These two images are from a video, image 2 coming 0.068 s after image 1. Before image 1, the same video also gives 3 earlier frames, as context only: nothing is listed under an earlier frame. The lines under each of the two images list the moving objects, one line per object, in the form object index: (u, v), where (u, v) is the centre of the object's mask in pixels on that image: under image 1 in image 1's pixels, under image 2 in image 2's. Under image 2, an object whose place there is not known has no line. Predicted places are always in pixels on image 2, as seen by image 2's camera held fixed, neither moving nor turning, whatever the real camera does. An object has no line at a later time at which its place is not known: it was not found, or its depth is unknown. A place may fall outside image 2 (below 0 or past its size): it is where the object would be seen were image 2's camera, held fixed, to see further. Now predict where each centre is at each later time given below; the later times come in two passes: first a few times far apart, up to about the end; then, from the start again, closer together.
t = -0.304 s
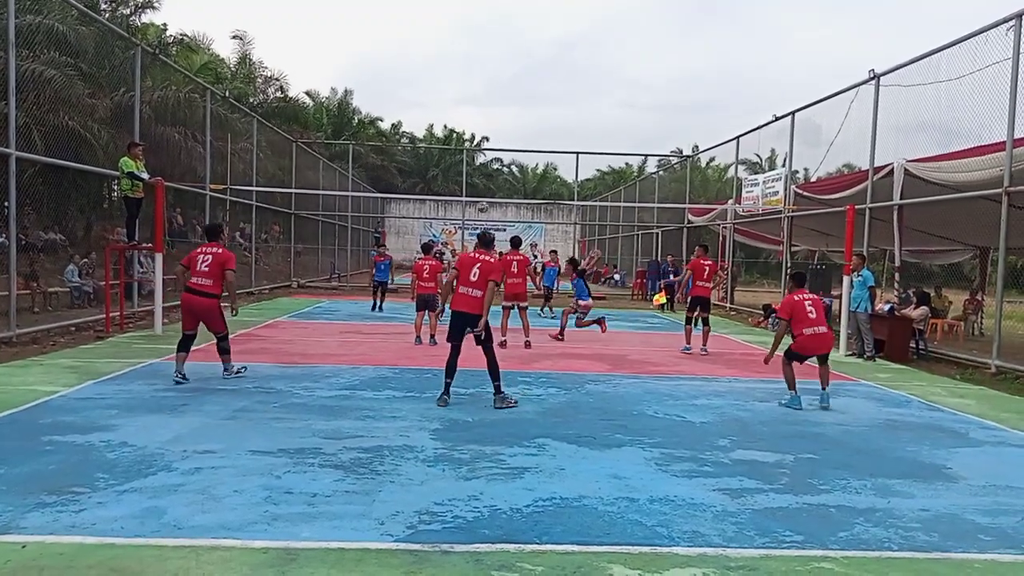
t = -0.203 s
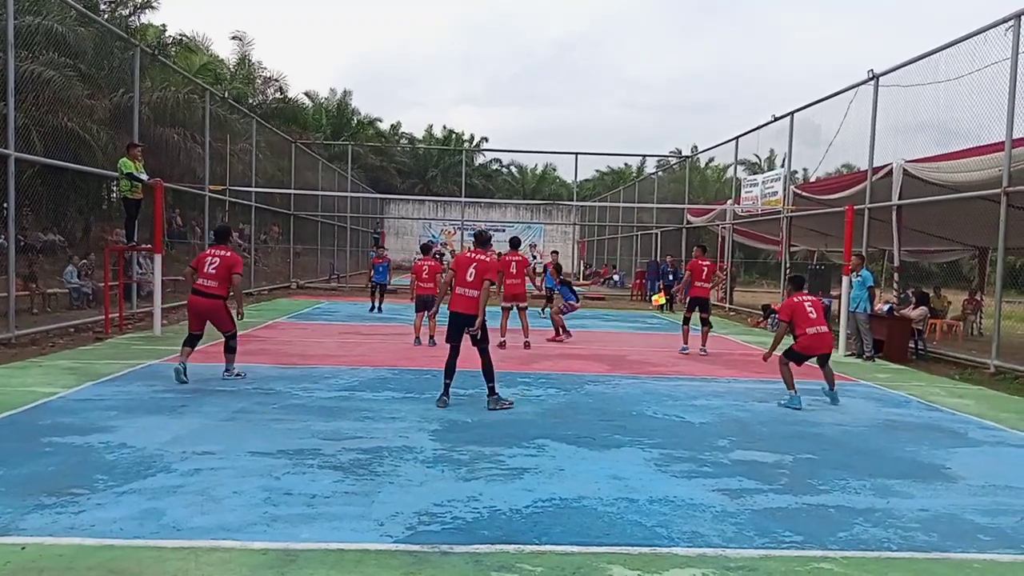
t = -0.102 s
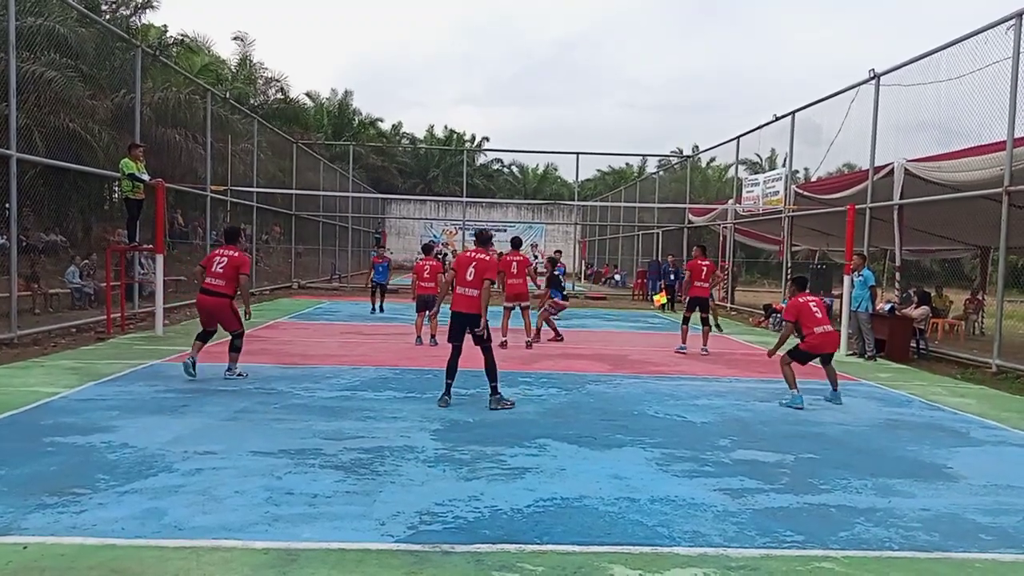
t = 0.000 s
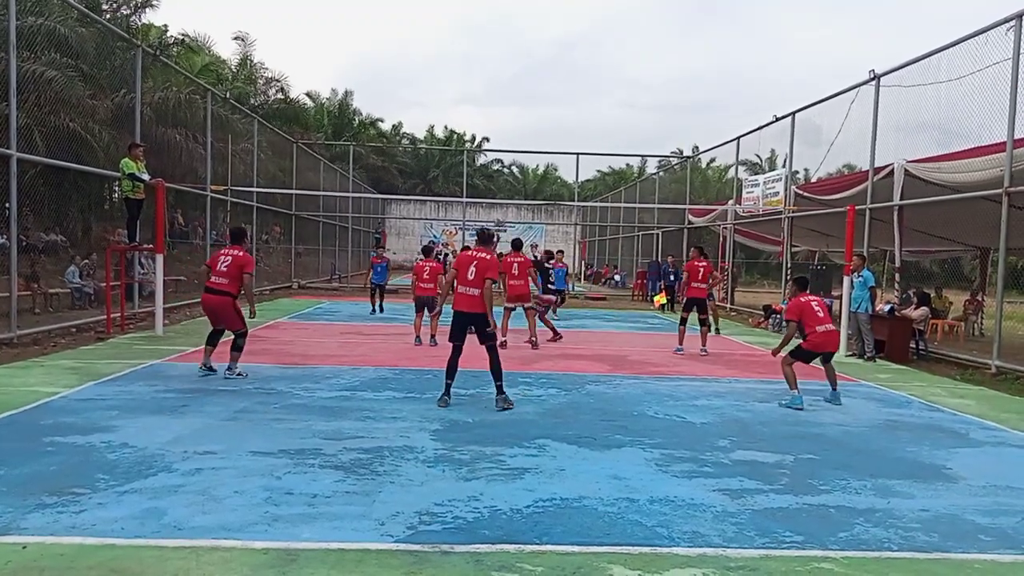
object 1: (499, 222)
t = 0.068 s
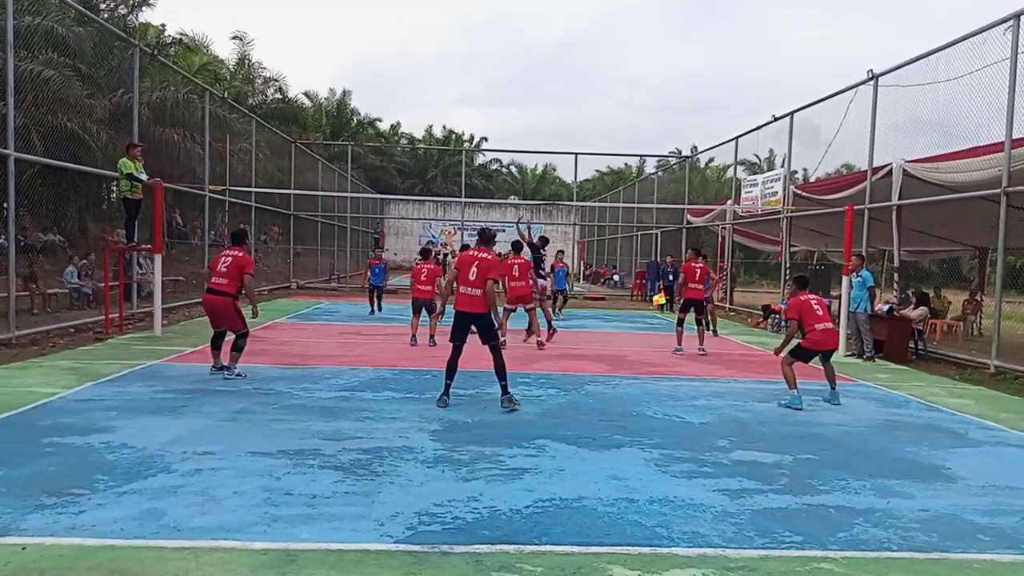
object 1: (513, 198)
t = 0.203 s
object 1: (541, 168)
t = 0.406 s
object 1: (583, 134)
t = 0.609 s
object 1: (624, 124)
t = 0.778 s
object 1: (656, 133)
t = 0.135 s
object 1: (527, 183)
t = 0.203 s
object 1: (541, 168)
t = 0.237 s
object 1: (548, 161)
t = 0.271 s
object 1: (555, 154)
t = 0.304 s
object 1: (563, 148)
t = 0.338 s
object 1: (570, 143)
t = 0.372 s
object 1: (576, 139)
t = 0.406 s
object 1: (583, 134)
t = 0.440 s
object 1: (590, 131)
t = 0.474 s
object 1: (597, 129)
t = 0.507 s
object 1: (604, 126)
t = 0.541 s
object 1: (611, 125)
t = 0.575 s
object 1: (617, 124)
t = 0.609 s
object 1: (624, 124)
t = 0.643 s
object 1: (630, 124)
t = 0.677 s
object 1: (637, 125)
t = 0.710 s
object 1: (644, 127)
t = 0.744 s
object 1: (650, 130)
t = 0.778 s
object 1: (656, 133)
